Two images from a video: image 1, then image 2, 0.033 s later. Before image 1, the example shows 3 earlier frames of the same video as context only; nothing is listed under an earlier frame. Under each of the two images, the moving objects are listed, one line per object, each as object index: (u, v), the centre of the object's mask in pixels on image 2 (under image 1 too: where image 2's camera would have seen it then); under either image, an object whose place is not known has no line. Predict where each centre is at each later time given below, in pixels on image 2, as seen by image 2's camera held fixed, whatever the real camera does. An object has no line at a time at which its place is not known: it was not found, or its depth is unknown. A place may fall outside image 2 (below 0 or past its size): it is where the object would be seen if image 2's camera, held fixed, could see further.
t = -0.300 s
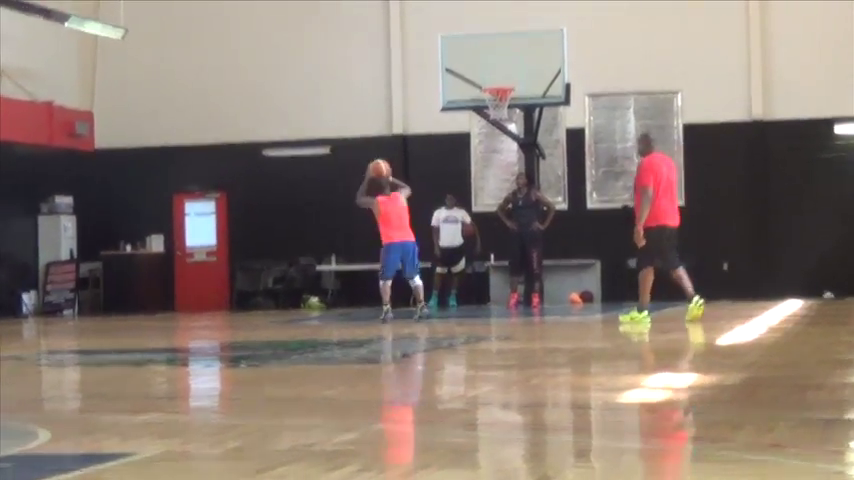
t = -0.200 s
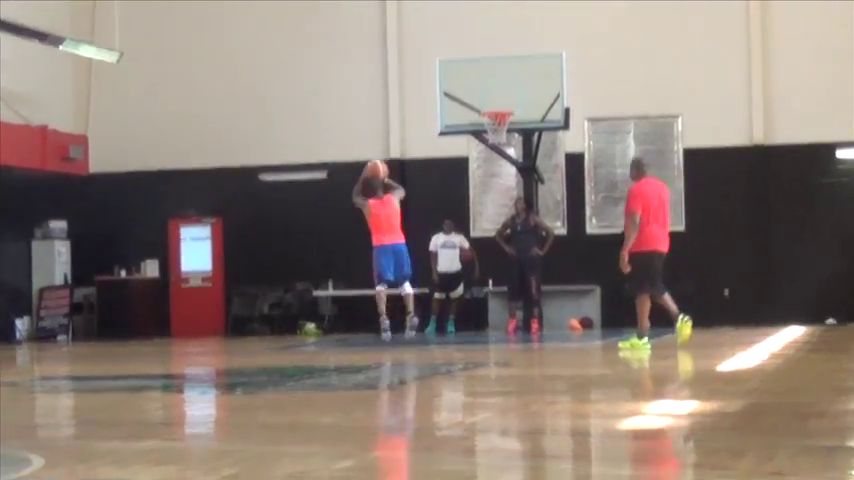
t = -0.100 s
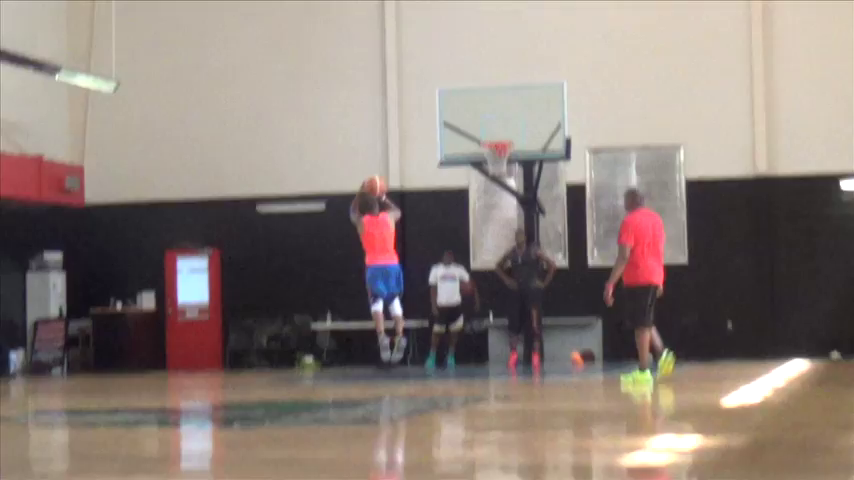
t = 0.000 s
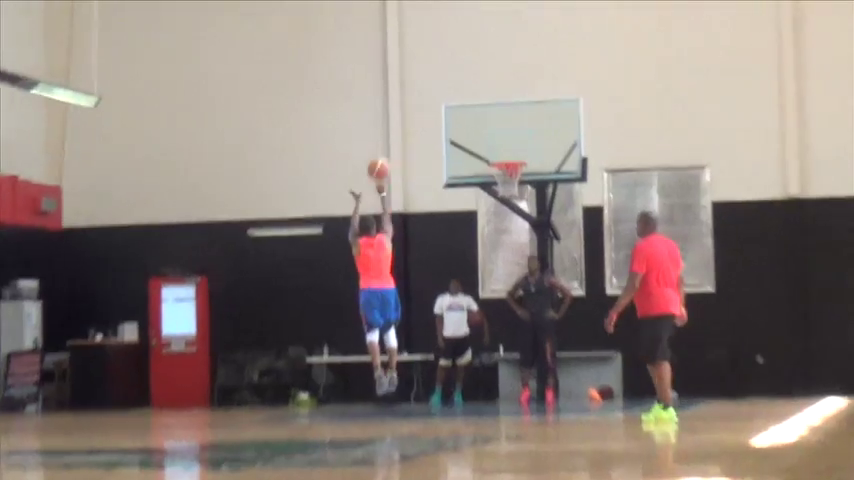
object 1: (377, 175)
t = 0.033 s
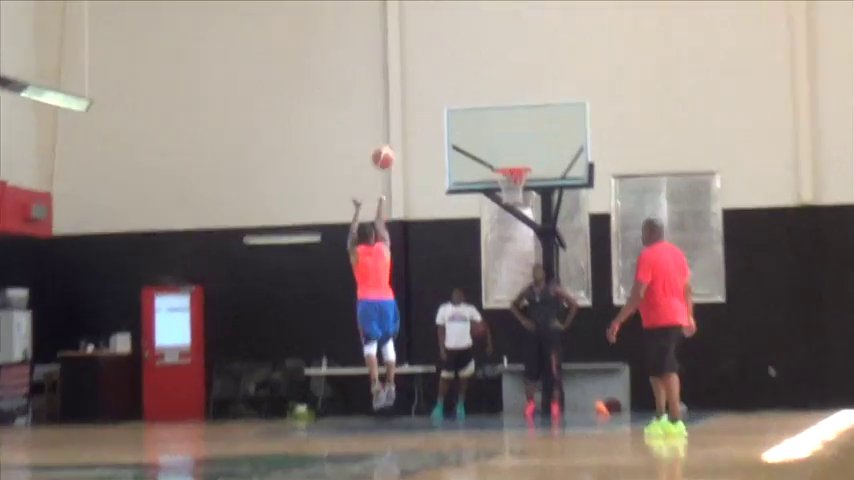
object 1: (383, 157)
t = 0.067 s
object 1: (387, 142)
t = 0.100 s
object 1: (393, 126)
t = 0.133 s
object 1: (397, 112)
